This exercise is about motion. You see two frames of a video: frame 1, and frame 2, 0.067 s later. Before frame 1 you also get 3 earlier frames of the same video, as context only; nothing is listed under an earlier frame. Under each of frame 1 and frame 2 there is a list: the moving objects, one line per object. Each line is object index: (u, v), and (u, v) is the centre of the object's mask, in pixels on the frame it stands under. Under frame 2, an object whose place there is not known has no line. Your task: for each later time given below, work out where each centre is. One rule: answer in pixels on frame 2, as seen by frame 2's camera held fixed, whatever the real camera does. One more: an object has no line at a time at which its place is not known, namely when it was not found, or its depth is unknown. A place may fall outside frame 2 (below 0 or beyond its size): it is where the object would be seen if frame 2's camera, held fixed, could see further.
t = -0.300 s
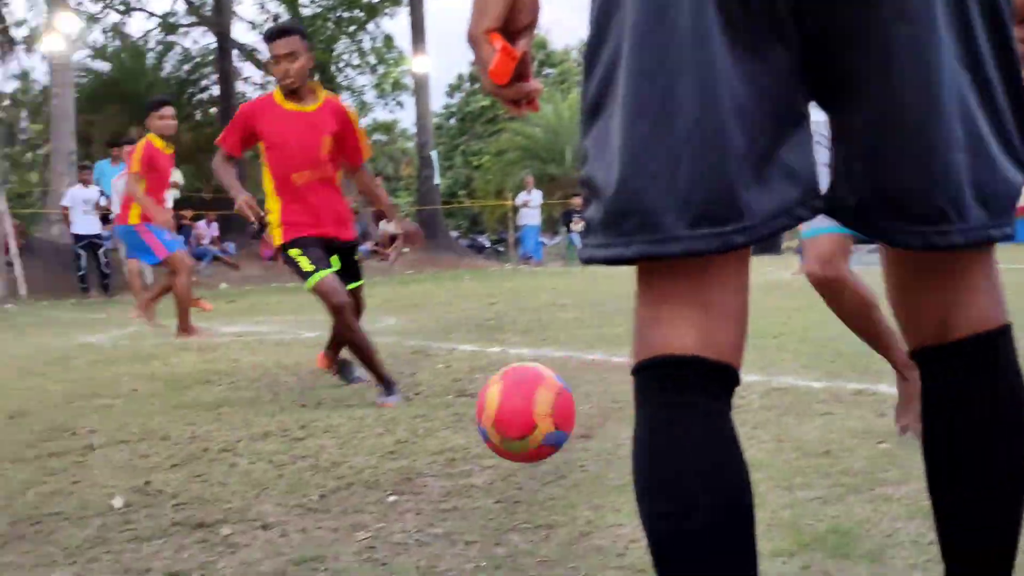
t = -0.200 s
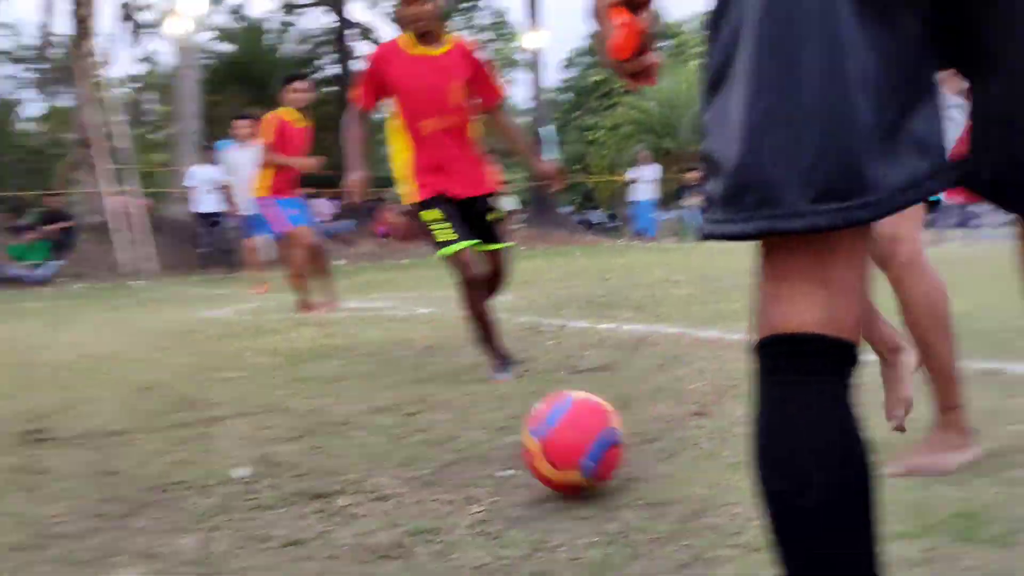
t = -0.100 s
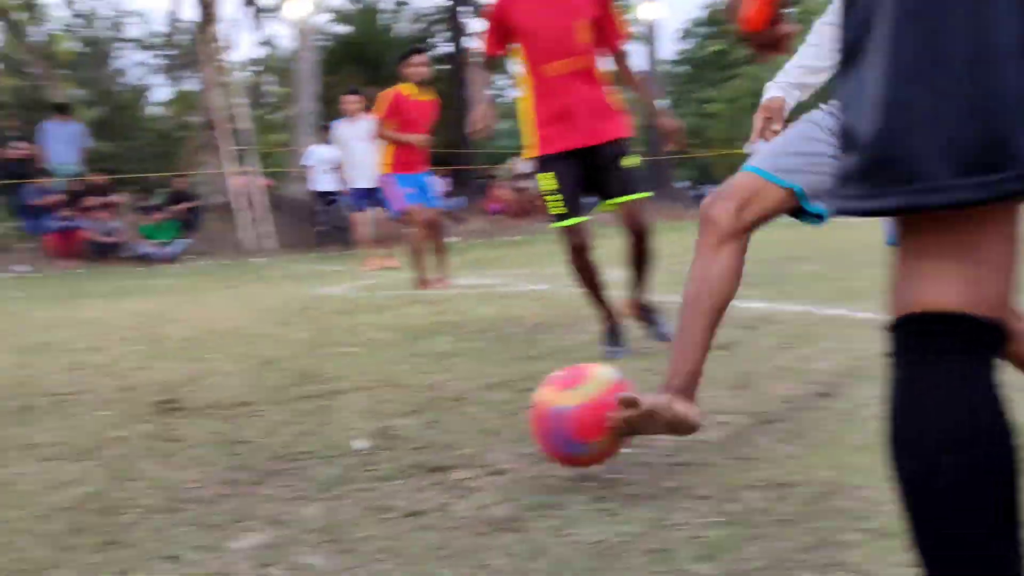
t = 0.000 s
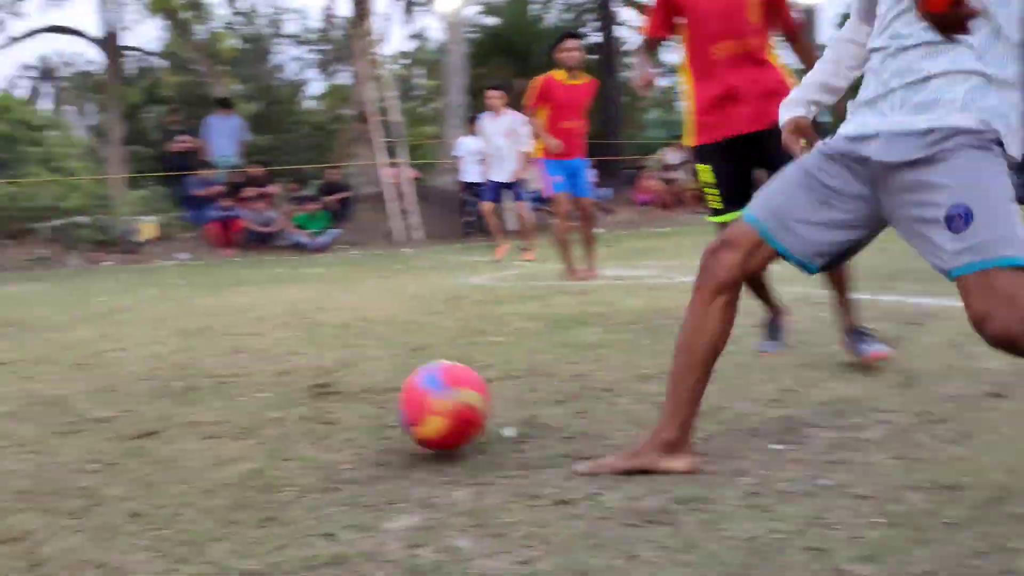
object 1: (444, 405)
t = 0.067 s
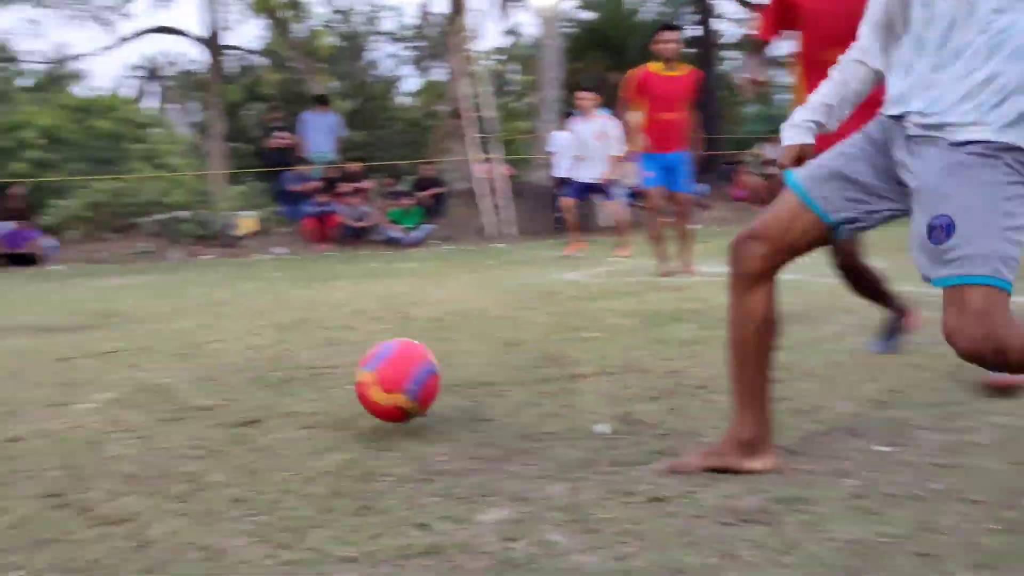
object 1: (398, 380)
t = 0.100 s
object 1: (334, 377)
